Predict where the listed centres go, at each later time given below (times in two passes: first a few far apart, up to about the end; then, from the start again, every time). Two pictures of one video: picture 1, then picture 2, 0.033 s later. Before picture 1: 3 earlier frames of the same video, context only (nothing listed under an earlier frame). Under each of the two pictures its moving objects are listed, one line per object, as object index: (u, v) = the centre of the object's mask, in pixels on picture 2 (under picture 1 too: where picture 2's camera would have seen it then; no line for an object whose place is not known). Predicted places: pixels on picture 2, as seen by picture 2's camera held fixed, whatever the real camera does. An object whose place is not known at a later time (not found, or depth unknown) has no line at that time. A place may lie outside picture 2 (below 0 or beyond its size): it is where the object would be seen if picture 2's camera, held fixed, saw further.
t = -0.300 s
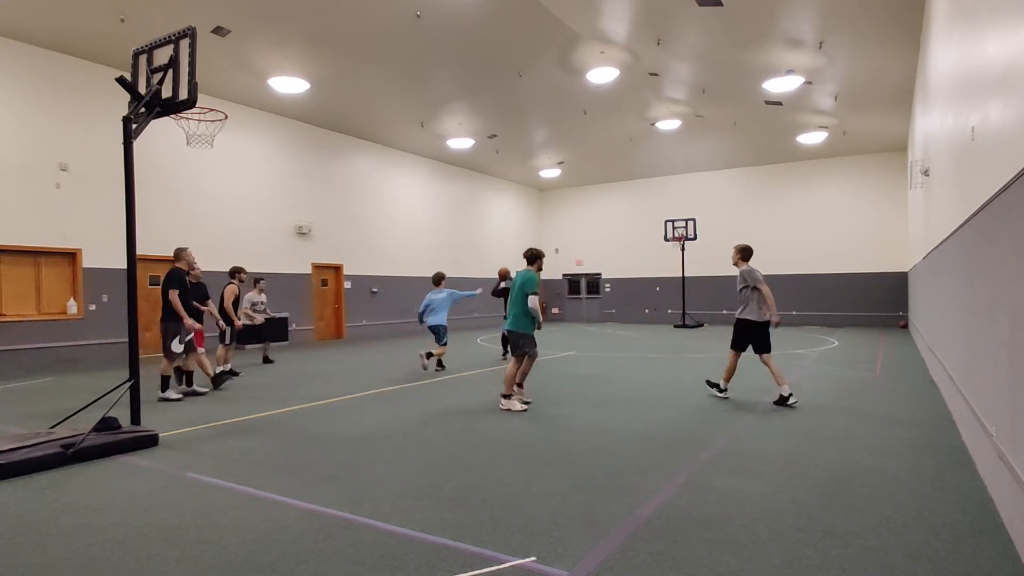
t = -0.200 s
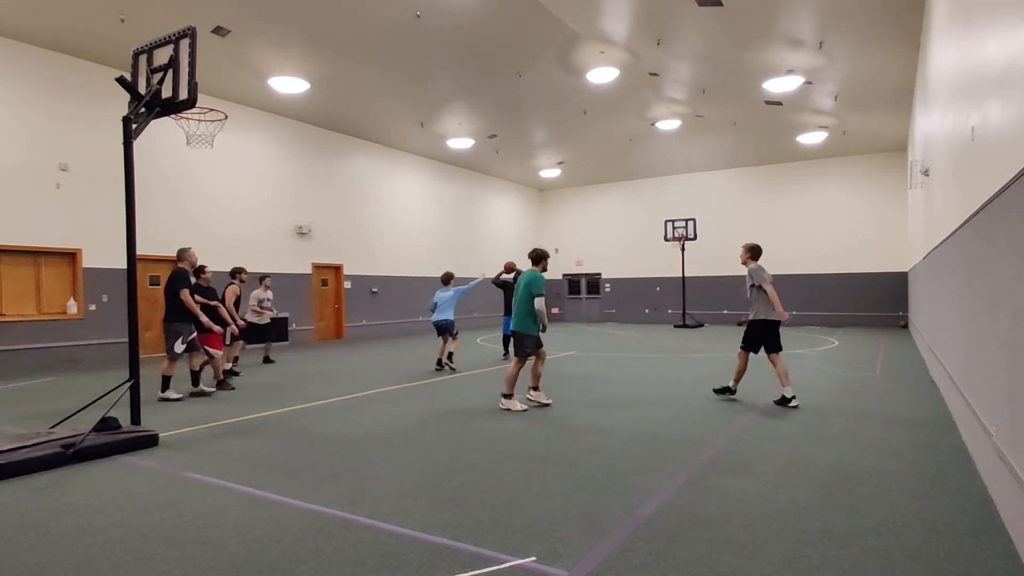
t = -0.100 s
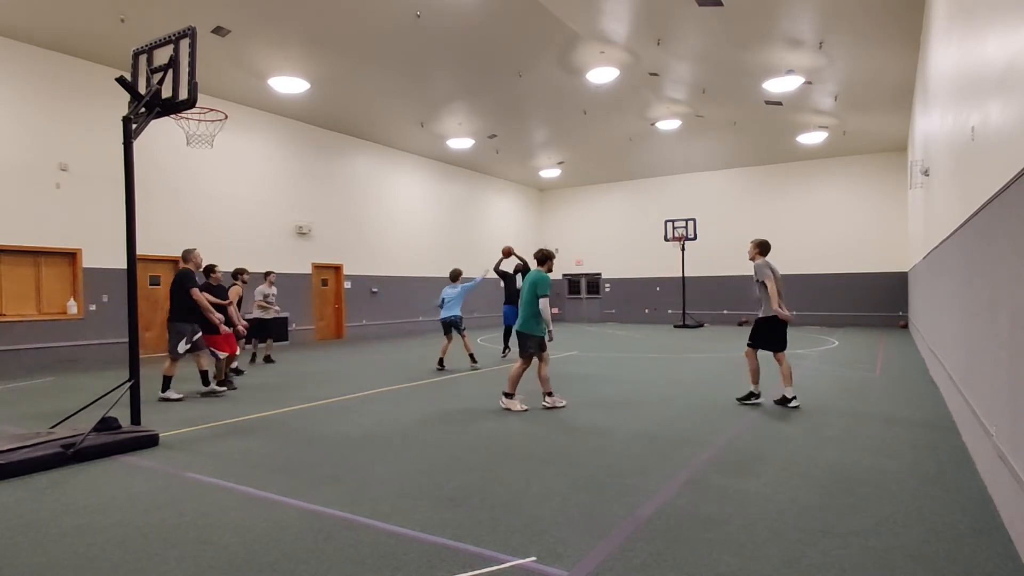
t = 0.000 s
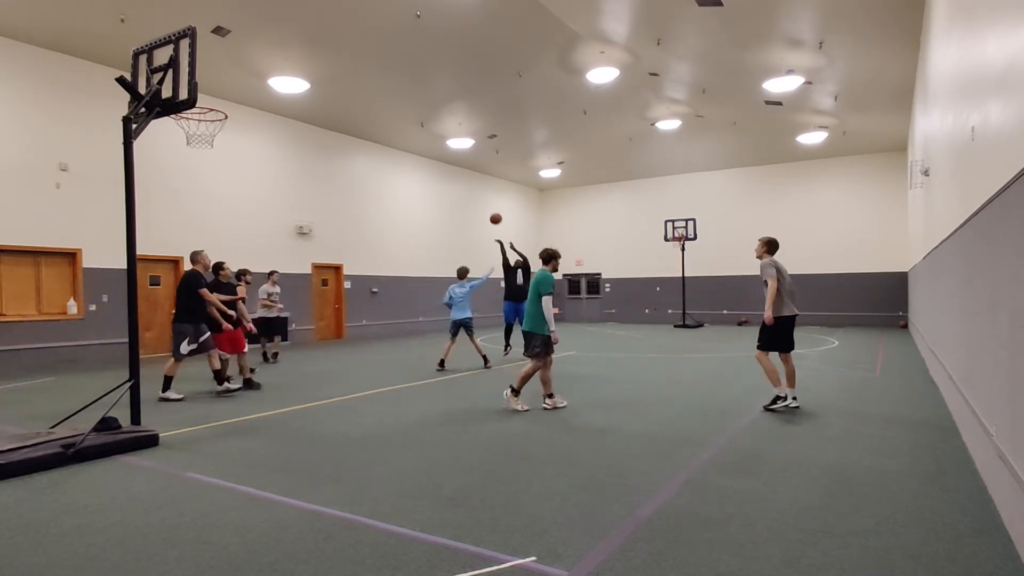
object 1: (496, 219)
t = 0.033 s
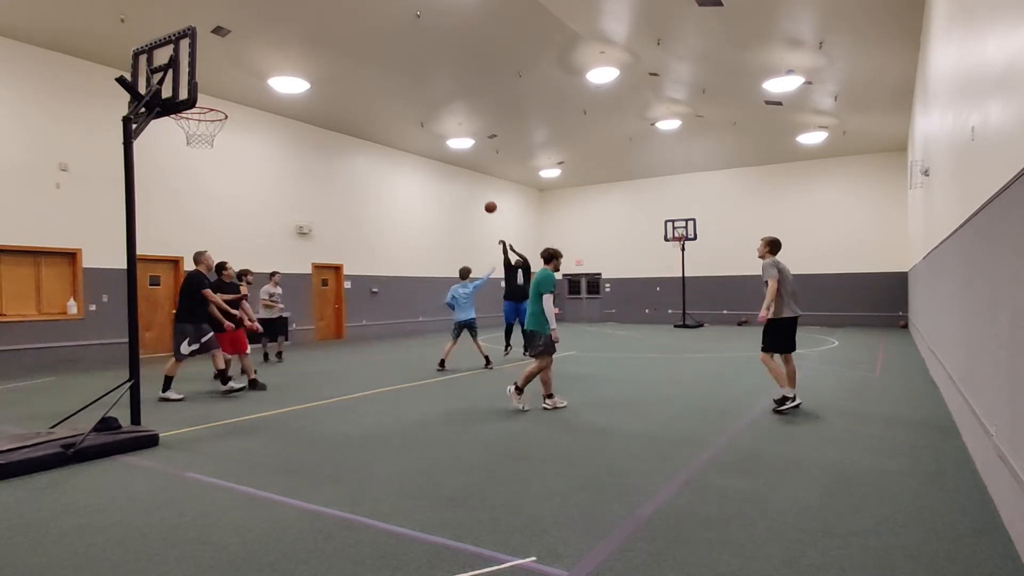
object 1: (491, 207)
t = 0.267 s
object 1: (450, 134)
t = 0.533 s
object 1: (394, 77)
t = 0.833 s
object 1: (315, 58)
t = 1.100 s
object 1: (222, 102)
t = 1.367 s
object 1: (95, 239)
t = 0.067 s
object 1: (485, 196)
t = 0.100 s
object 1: (480, 185)
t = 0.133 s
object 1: (474, 175)
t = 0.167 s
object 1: (469, 164)
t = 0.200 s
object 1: (463, 155)
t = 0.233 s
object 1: (456, 145)
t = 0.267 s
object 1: (450, 134)
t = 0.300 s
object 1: (444, 126)
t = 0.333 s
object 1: (438, 118)
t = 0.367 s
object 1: (431, 110)
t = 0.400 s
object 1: (424, 102)
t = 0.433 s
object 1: (419, 95)
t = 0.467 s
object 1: (410, 88)
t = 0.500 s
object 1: (402, 82)
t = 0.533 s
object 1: (394, 77)
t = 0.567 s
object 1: (387, 72)
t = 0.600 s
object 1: (379, 68)
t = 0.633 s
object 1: (371, 64)
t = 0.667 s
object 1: (362, 61)
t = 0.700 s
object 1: (353, 59)
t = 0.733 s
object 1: (344, 58)
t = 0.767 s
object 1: (334, 57)
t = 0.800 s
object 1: (325, 57)
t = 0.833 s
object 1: (315, 58)
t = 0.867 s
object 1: (304, 59)
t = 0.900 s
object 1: (294, 62)
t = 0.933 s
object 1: (283, 66)
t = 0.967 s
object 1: (271, 70)
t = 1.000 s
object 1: (259, 77)
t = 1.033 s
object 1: (247, 84)
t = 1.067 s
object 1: (235, 92)
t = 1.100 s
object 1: (222, 102)
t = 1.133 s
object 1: (208, 113)
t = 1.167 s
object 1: (193, 125)
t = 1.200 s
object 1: (179, 140)
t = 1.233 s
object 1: (164, 156)
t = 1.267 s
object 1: (148, 174)
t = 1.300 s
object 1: (139, 194)
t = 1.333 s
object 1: (112, 215)
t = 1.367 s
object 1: (95, 239)
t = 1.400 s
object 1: (74, 266)
